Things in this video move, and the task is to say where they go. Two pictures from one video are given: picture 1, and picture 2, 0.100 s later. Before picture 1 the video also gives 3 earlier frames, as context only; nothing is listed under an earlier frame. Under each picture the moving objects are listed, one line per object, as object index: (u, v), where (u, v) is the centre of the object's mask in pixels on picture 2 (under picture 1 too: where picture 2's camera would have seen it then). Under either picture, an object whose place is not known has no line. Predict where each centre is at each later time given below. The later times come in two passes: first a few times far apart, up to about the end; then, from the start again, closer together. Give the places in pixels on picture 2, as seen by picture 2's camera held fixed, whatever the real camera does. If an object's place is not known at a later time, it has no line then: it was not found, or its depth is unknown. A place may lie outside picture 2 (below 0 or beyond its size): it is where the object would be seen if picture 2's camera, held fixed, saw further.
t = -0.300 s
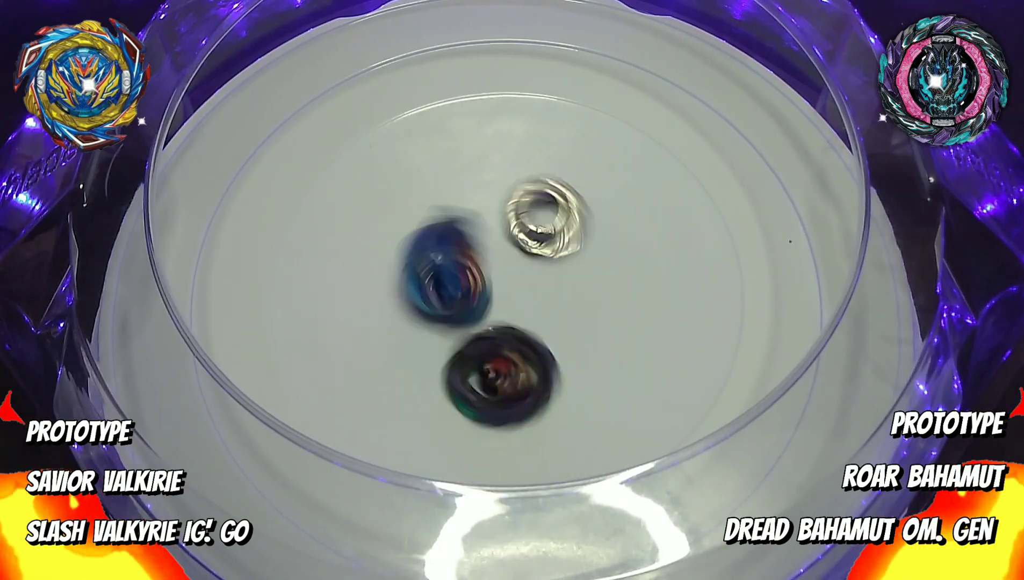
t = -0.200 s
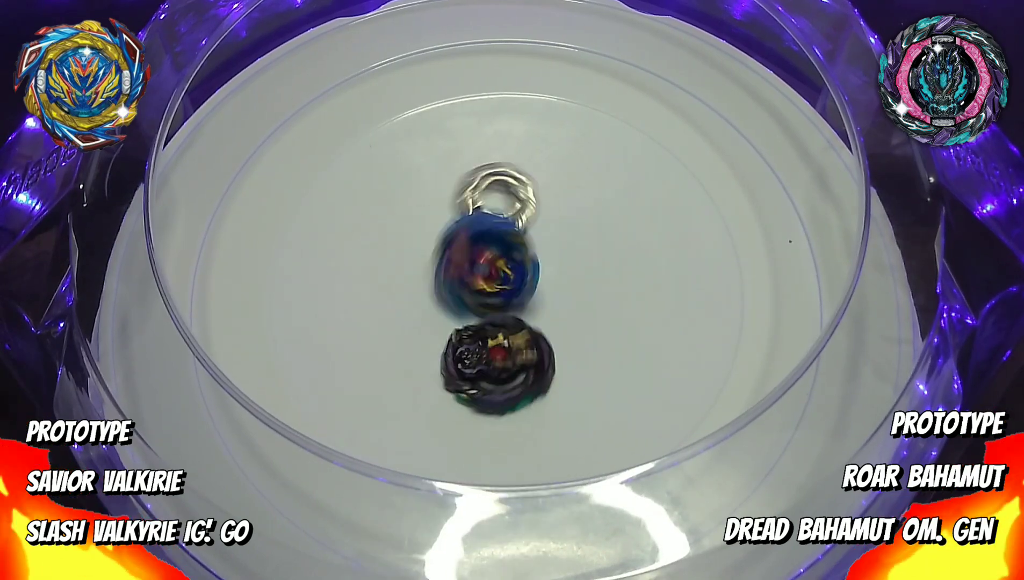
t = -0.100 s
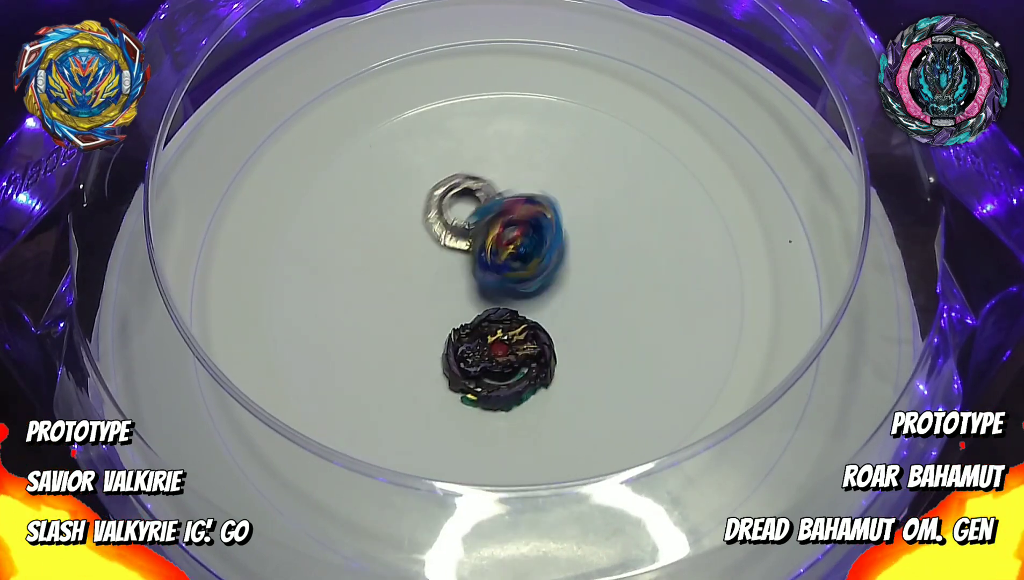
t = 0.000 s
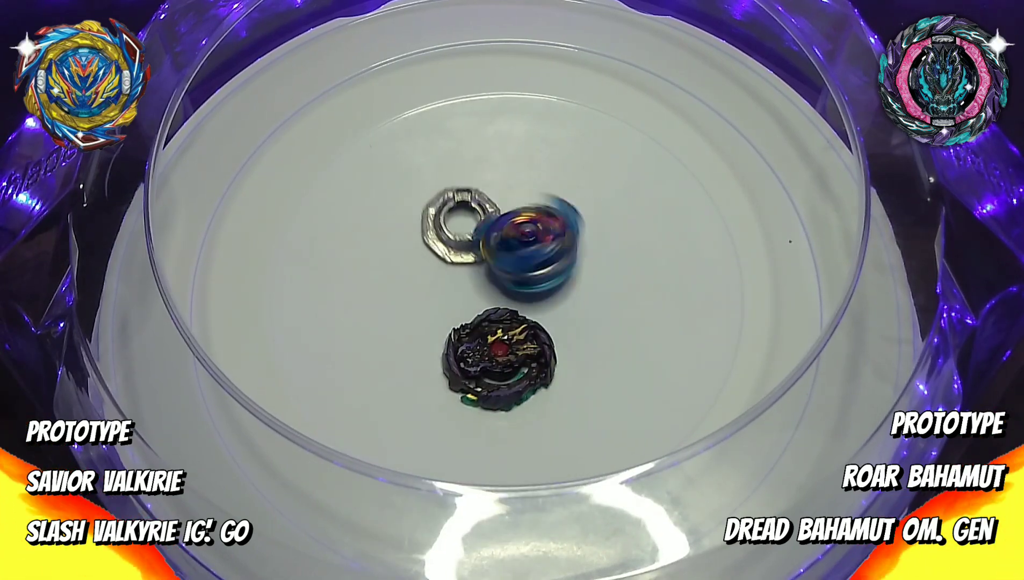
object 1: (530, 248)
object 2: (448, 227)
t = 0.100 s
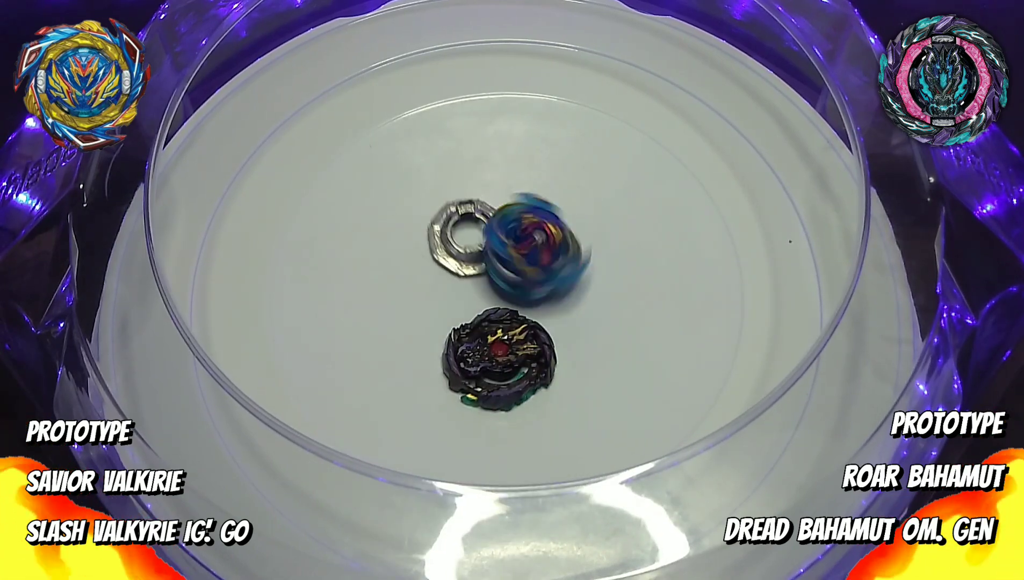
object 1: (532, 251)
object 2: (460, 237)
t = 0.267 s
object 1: (529, 264)
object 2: (456, 241)
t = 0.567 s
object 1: (523, 265)
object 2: (455, 236)
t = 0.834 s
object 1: (521, 264)
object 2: (455, 236)
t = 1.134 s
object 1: (521, 264)
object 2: (455, 236)
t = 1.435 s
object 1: (521, 264)
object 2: (455, 236)
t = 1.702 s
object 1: (522, 264)
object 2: (455, 236)
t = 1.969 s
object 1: (521, 264)
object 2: (455, 236)
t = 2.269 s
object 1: (522, 264)
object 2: (455, 236)
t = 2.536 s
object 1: (522, 264)
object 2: (455, 236)
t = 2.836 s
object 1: (522, 264)
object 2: (456, 236)
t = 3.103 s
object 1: (522, 264)
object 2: (456, 236)
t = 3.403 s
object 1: (522, 264)
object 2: (455, 236)
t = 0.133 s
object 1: (533, 253)
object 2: (456, 242)
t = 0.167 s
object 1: (535, 254)
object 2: (456, 241)
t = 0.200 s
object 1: (536, 257)
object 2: (457, 244)
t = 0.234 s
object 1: (535, 260)
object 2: (456, 241)
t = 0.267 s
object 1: (529, 264)
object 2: (456, 241)
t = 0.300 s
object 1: (526, 266)
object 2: (455, 240)
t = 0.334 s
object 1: (524, 265)
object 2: (455, 239)
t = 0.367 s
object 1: (522, 266)
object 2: (454, 236)
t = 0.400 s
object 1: (523, 267)
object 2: (455, 236)
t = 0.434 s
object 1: (524, 267)
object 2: (454, 236)
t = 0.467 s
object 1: (524, 266)
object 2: (455, 236)
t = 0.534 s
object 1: (523, 266)
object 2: (455, 236)
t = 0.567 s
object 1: (523, 265)
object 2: (455, 236)
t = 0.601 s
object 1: (522, 265)
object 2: (455, 236)
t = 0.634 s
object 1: (522, 264)
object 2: (455, 236)
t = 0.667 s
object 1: (522, 264)
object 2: (455, 236)
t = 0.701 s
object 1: (522, 264)
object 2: (455, 236)
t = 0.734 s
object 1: (522, 264)
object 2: (455, 236)
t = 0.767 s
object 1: (521, 264)
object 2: (455, 236)
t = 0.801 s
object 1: (521, 264)
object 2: (455, 236)
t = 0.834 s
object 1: (521, 264)
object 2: (455, 236)
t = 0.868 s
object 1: (521, 264)
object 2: (455, 236)
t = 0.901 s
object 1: (521, 264)
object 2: (456, 236)
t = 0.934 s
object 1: (521, 264)
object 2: (455, 236)
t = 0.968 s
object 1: (521, 264)
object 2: (455, 236)
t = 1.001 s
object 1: (521, 264)
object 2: (456, 236)
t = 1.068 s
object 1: (521, 264)
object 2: (456, 236)
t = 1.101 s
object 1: (521, 264)
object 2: (455, 236)
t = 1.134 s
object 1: (521, 264)
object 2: (455, 236)
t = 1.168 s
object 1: (521, 264)
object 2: (455, 236)
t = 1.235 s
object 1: (521, 264)
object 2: (455, 236)
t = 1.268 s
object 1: (521, 264)
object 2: (455, 236)
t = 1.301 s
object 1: (521, 264)
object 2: (455, 236)
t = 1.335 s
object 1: (521, 264)
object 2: (455, 236)
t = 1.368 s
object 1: (521, 264)
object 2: (455, 236)
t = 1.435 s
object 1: (521, 264)
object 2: (455, 236)
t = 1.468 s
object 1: (521, 264)
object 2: (455, 236)
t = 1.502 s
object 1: (522, 264)
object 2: (455, 236)
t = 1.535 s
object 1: (522, 264)
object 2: (455, 236)
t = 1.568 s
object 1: (521, 264)
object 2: (456, 236)
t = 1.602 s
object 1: (521, 264)
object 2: (455, 236)
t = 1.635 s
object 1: (521, 264)
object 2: (455, 236)
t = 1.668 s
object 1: (521, 264)
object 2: (455, 236)
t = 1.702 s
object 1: (522, 264)
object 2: (455, 236)
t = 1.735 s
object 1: (522, 264)
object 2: (455, 236)
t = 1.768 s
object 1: (521, 264)
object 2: (455, 236)
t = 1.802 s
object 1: (521, 264)
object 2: (455, 236)
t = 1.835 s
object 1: (522, 264)
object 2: (455, 236)
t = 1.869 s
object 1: (522, 264)
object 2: (455, 236)
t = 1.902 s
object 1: (521, 264)
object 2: (455, 236)
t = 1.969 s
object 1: (521, 264)
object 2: (455, 236)
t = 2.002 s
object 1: (521, 264)
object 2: (455, 236)
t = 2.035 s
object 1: (522, 264)
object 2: (455, 236)
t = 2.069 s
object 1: (522, 264)
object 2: (455, 236)
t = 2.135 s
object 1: (522, 264)
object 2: (455, 236)
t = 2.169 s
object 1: (522, 264)
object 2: (455, 236)
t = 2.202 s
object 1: (522, 264)
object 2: (455, 236)
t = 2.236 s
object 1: (522, 264)
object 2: (455, 236)
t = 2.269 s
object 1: (522, 264)
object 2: (455, 236)
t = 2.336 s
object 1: (522, 264)
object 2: (455, 236)
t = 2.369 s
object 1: (522, 264)
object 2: (455, 236)
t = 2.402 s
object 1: (522, 264)
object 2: (455, 236)
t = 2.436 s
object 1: (522, 264)
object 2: (455, 236)
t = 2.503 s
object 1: (522, 264)
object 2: (455, 236)
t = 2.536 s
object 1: (522, 264)
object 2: (455, 236)
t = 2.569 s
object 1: (522, 264)
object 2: (455, 236)
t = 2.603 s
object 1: (522, 264)
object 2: (455, 236)
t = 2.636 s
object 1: (522, 264)
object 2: (455, 236)
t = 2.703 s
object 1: (522, 264)
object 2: (455, 236)
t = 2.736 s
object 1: (522, 264)
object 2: (455, 236)
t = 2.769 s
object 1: (522, 264)
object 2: (456, 236)
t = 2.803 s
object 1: (522, 264)
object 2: (456, 236)
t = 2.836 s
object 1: (522, 264)
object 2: (456, 236)
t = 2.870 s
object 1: (522, 264)
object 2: (456, 236)
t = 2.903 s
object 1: (522, 264)
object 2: (456, 236)
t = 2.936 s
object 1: (522, 264)
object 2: (455, 235)
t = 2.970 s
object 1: (522, 264)
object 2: (456, 236)
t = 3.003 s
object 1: (522, 264)
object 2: (455, 235)
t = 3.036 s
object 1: (522, 264)
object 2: (456, 236)
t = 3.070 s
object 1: (522, 264)
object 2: (456, 236)
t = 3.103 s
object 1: (522, 264)
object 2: (456, 236)
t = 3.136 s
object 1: (522, 264)
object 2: (456, 236)
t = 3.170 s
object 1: (522, 264)
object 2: (456, 236)
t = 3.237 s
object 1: (522, 264)
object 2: (455, 236)
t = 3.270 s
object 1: (522, 264)
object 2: (456, 236)
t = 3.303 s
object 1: (522, 264)
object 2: (455, 236)
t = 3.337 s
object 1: (522, 264)
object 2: (456, 236)
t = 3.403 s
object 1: (522, 264)
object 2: (455, 236)
